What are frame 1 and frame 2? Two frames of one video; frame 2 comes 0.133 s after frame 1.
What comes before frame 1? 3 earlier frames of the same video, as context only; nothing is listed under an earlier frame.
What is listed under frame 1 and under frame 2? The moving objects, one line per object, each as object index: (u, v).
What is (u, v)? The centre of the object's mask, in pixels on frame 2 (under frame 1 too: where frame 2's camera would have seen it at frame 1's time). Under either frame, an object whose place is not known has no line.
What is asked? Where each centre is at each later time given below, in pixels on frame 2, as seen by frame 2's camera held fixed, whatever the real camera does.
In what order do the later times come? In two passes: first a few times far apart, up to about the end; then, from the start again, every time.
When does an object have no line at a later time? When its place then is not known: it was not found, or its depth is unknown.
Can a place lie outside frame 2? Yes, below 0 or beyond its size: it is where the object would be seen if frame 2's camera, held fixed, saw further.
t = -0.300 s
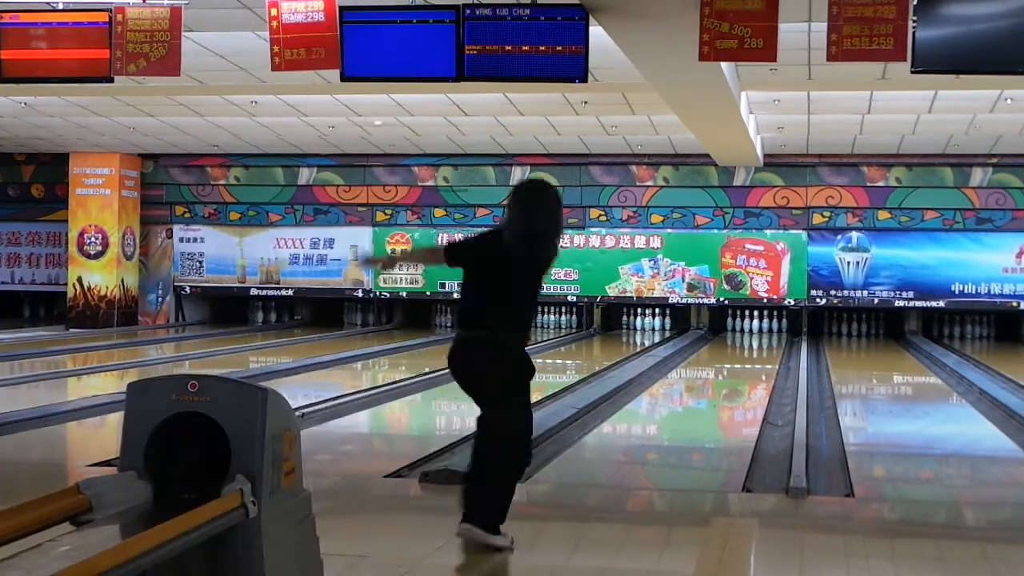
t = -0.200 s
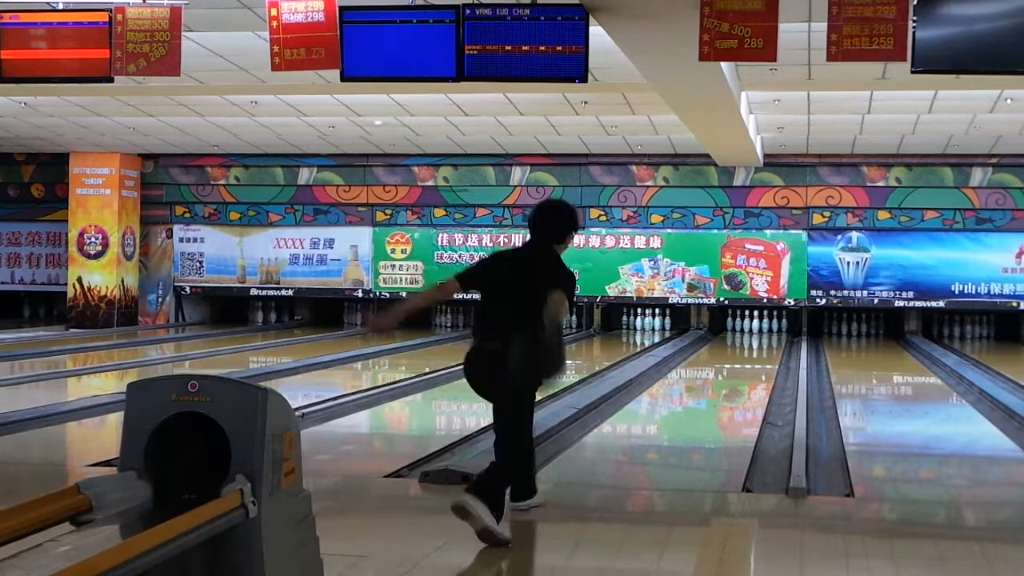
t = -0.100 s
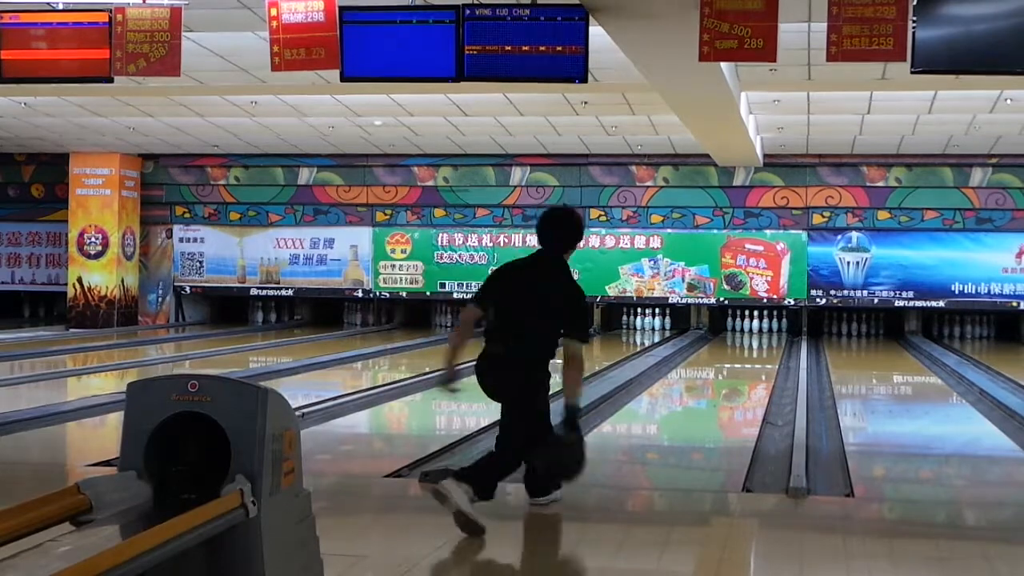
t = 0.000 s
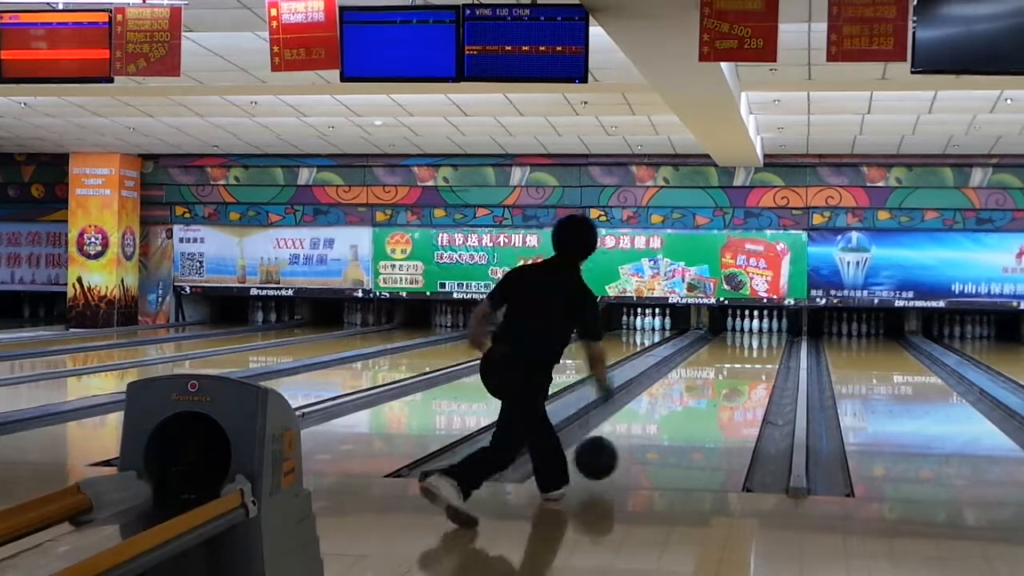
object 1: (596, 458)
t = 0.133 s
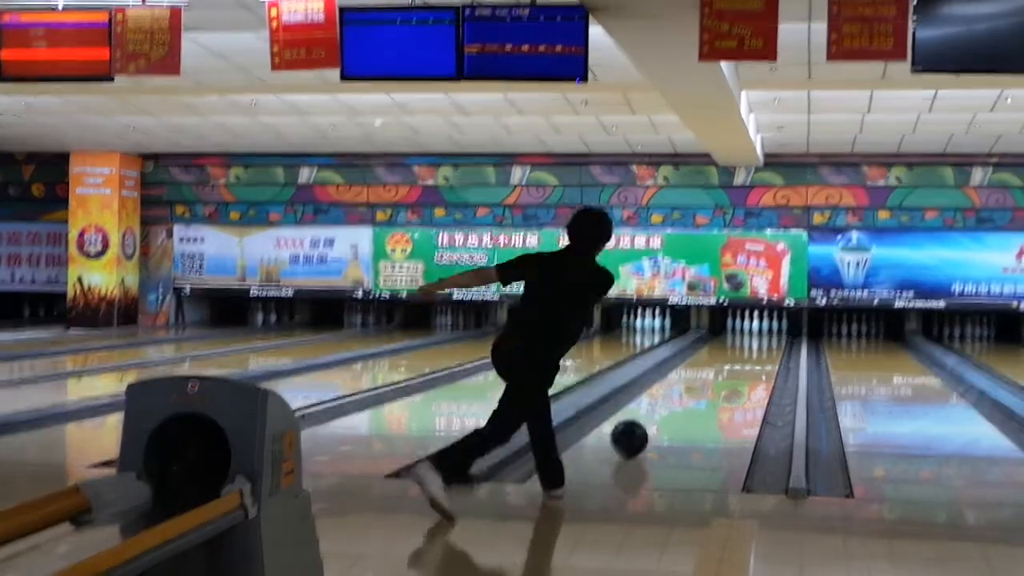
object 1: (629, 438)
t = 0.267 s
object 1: (656, 413)
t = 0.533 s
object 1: (691, 385)
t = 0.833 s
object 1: (716, 365)
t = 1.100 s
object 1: (732, 351)
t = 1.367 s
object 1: (742, 341)
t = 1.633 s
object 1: (751, 334)
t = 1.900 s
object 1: (757, 327)
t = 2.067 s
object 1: (765, 326)
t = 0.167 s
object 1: (637, 430)
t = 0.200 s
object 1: (643, 426)
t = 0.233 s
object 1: (650, 421)
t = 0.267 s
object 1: (656, 413)
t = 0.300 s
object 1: (660, 412)
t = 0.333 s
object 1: (666, 406)
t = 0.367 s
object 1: (671, 402)
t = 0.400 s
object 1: (675, 400)
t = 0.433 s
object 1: (679, 395)
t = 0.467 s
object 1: (683, 392)
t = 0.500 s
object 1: (687, 389)
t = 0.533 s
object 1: (691, 385)
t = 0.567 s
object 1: (694, 383)
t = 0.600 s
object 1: (697, 380)
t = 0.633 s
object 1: (700, 378)
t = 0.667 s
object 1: (703, 376)
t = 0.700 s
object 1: (706, 373)
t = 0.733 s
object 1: (709, 371)
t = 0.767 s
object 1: (711, 369)
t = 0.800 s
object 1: (714, 367)
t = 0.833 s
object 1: (716, 365)
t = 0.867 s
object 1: (718, 363)
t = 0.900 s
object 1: (721, 361)
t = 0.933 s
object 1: (722, 359)
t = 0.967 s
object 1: (725, 358)
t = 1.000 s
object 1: (726, 356)
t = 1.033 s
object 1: (728, 354)
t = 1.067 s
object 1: (730, 353)
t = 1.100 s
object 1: (732, 351)
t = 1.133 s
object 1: (733, 349)
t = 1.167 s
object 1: (735, 348)
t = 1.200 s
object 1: (736, 347)
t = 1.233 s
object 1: (737, 346)
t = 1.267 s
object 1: (738, 345)
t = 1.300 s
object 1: (740, 344)
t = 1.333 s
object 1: (741, 342)
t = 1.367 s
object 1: (742, 341)
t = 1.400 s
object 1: (743, 341)
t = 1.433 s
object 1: (744, 339)
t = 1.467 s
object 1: (746, 338)
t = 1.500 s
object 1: (747, 338)
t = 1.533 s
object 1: (748, 337)
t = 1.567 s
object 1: (749, 336)
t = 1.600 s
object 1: (750, 335)
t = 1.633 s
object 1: (751, 334)
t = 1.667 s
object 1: (752, 333)
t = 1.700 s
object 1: (753, 332)
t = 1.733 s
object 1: (754, 331)
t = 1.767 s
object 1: (754, 330)
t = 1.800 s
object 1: (755, 329)
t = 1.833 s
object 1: (755, 328)
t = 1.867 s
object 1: (756, 328)
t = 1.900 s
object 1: (757, 327)
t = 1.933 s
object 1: (757, 327)
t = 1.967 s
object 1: (759, 327)
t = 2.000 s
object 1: (761, 326)
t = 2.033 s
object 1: (762, 326)
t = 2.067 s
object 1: (765, 326)
